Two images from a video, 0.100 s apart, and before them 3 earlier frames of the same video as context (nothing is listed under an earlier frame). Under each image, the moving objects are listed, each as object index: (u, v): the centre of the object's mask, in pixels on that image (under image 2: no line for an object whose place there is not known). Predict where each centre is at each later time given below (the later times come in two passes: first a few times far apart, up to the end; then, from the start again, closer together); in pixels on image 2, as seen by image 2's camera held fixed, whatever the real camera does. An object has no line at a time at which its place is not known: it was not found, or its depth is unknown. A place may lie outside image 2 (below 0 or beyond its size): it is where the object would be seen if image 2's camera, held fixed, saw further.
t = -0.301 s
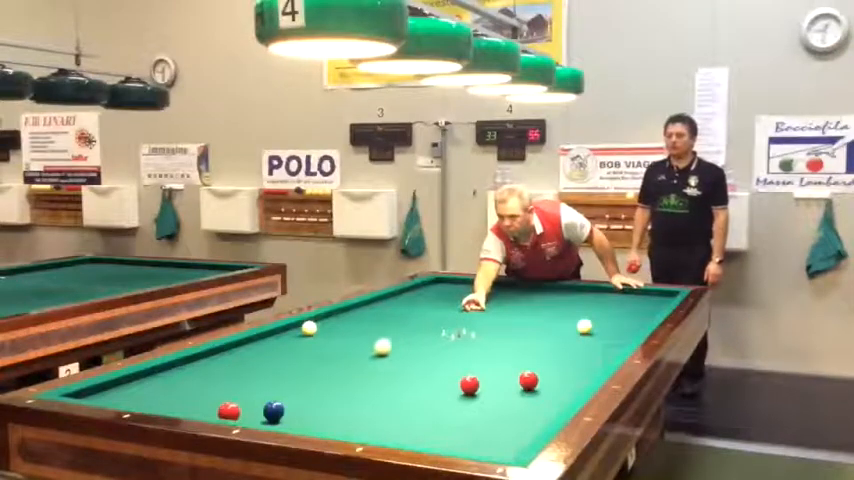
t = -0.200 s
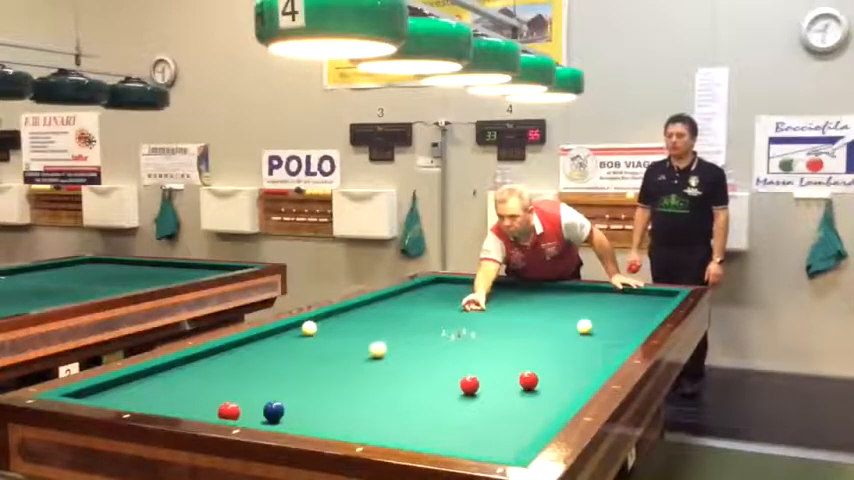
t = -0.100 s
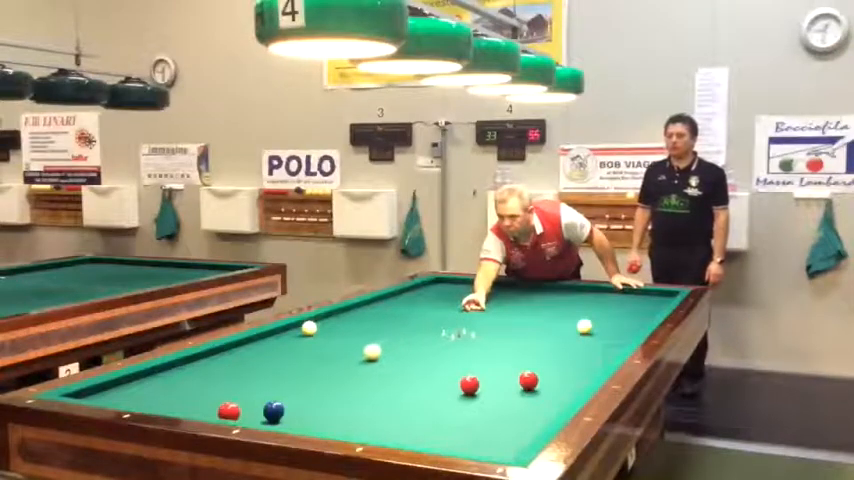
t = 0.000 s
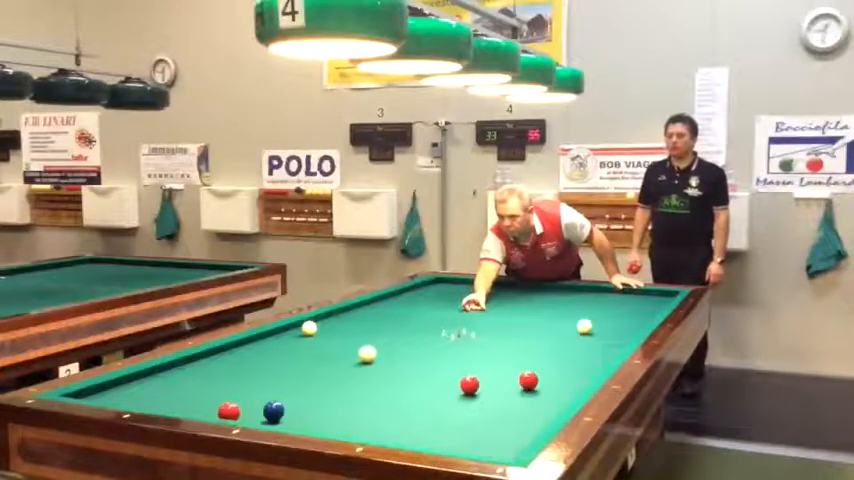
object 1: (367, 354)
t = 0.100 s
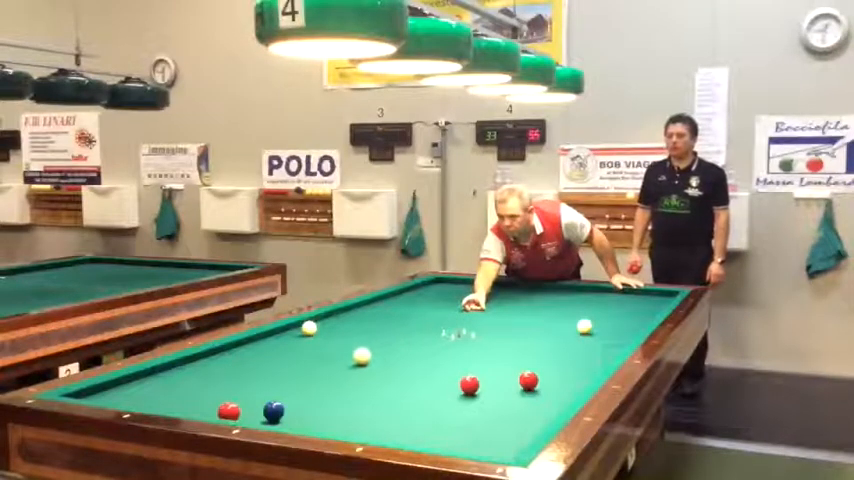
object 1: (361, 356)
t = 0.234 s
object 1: (354, 359)
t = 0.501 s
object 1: (339, 366)
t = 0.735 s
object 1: (325, 372)
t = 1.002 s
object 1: (308, 378)
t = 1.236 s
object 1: (294, 384)
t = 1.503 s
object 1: (277, 390)
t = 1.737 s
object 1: (262, 396)
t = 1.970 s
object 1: (246, 403)
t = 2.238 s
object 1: (238, 407)
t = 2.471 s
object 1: (237, 406)
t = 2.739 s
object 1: (237, 406)
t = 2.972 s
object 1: (237, 405)
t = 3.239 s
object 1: (238, 405)
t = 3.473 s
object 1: (238, 404)
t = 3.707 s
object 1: (239, 404)
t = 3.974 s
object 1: (239, 403)
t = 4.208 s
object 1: (239, 404)
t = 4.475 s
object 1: (239, 404)
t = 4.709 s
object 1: (239, 404)
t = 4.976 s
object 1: (239, 404)
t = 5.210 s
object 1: (239, 404)
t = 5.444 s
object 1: (239, 404)
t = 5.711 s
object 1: (239, 404)
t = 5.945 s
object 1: (239, 404)
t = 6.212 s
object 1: (239, 404)
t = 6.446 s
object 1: (239, 404)
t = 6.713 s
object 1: (239, 404)
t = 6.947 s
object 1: (239, 404)
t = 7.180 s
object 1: (239, 404)
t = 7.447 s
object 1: (239, 404)
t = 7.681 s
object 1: (239, 404)
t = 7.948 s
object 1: (239, 404)
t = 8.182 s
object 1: (239, 404)
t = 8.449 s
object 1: (239, 404)
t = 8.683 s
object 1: (239, 404)
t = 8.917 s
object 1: (239, 404)
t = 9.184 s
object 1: (239, 404)
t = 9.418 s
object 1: (239, 404)
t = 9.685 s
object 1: (239, 404)
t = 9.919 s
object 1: (239, 404)
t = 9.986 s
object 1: (239, 404)
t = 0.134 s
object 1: (359, 357)
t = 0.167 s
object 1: (358, 358)
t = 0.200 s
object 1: (356, 358)
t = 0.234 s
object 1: (354, 359)
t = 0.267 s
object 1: (352, 360)
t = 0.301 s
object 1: (350, 361)
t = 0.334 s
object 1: (348, 362)
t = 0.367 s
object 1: (346, 363)
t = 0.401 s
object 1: (344, 363)
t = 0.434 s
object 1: (343, 364)
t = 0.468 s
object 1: (340, 365)
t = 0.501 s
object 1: (339, 366)
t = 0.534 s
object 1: (337, 367)
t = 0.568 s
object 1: (335, 368)
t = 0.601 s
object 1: (333, 369)
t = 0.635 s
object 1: (331, 369)
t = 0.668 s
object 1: (329, 370)
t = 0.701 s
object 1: (327, 371)
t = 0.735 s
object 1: (325, 372)
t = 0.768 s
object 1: (322, 372)
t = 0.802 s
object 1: (320, 373)
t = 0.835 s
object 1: (318, 374)
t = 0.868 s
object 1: (316, 375)
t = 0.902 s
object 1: (315, 376)
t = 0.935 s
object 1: (312, 377)
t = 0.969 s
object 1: (310, 377)
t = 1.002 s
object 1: (308, 378)
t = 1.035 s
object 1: (306, 379)
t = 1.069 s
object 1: (304, 380)
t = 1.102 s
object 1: (302, 381)
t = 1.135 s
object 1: (300, 382)
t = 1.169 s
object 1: (298, 382)
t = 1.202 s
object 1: (296, 383)
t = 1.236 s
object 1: (294, 384)
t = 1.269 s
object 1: (292, 385)
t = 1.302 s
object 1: (289, 386)
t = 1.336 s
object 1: (287, 387)
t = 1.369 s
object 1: (285, 388)
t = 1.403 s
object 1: (283, 388)
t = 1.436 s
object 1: (281, 389)
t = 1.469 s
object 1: (279, 390)
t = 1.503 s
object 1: (277, 390)
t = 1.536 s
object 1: (275, 391)
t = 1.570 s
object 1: (273, 392)
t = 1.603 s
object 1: (271, 392)
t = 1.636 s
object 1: (268, 393)
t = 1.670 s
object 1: (267, 393)
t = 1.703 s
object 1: (265, 394)
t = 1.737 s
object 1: (262, 396)
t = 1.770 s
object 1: (260, 396)
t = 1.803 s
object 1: (258, 397)
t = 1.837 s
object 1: (257, 399)
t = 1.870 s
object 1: (255, 400)
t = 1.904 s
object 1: (250, 402)
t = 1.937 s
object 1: (248, 403)
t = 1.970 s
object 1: (246, 403)
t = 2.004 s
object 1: (245, 404)
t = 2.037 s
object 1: (243, 405)
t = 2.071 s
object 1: (242, 405)
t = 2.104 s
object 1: (242, 405)
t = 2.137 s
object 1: (240, 406)
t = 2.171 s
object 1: (239, 407)
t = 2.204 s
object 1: (239, 407)
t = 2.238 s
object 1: (238, 407)
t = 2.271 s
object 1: (237, 407)
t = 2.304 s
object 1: (237, 407)
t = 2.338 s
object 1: (237, 407)
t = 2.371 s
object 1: (237, 407)
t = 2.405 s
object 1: (237, 407)
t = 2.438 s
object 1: (237, 406)
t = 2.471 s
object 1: (237, 406)
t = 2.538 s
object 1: (237, 407)
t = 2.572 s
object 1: (237, 406)
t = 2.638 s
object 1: (237, 406)
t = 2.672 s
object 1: (237, 406)
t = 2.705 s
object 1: (237, 406)
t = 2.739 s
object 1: (237, 406)
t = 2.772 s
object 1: (237, 406)
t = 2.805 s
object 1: (237, 406)
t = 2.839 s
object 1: (236, 407)
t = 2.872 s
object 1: (236, 406)
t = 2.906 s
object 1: (236, 406)
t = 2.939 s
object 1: (237, 405)
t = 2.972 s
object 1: (237, 405)
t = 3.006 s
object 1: (237, 405)
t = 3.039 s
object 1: (237, 405)
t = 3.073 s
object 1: (238, 405)
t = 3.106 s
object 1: (238, 405)
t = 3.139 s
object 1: (238, 405)
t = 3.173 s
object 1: (238, 405)
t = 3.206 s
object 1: (238, 404)
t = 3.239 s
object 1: (238, 405)
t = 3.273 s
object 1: (238, 405)
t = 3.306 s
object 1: (238, 404)
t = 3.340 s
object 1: (238, 404)
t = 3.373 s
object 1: (238, 404)
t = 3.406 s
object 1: (238, 404)
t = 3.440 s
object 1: (238, 404)
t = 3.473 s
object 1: (238, 404)
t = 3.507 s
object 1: (238, 404)
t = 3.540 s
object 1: (239, 404)
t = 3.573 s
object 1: (239, 404)
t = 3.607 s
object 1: (239, 404)
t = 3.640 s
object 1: (239, 404)
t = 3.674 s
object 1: (239, 404)
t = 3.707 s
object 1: (239, 404)
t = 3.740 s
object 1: (239, 404)
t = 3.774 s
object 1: (239, 404)
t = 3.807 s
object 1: (239, 404)
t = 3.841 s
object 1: (239, 403)
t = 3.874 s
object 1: (239, 403)
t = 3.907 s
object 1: (239, 403)
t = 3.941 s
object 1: (239, 404)
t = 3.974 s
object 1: (239, 403)
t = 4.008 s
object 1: (239, 403)
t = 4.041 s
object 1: (239, 404)
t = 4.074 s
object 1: (239, 404)
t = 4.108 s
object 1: (239, 404)
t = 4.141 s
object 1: (239, 404)
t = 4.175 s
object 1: (239, 404)
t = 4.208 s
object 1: (239, 404)
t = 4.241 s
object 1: (239, 404)
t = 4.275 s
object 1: (239, 404)
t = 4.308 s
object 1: (239, 404)
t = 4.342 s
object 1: (239, 404)
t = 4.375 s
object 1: (239, 404)
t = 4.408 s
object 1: (239, 404)
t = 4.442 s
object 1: (239, 404)
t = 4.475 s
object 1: (239, 404)
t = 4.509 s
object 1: (239, 404)
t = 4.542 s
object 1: (239, 404)
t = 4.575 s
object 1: (239, 404)
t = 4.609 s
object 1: (239, 404)
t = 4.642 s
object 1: (239, 404)
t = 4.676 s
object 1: (239, 404)
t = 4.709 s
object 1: (239, 404)
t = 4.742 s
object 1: (239, 404)
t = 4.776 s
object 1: (239, 404)
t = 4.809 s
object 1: (239, 404)
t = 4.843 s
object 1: (239, 404)
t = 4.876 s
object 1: (239, 404)
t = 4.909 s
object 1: (239, 404)
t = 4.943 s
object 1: (239, 404)
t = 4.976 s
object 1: (239, 404)
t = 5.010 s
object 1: (239, 404)
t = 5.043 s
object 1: (239, 404)
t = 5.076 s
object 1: (239, 404)
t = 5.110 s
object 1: (239, 404)
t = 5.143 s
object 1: (239, 404)
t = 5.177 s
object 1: (239, 404)
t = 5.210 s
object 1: (239, 404)
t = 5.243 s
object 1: (239, 404)
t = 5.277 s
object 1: (239, 404)
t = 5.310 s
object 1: (239, 404)
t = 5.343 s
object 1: (239, 404)
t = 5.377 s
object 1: (239, 404)
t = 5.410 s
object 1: (239, 404)
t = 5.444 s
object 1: (239, 404)
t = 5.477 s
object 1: (239, 404)
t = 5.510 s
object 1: (239, 404)
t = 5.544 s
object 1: (239, 404)
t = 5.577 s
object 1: (239, 404)
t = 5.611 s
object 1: (239, 404)
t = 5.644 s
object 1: (239, 404)
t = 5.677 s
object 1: (239, 404)
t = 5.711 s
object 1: (239, 404)
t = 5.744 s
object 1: (239, 404)
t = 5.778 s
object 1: (239, 404)
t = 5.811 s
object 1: (239, 404)
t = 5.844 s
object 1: (239, 404)
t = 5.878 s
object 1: (239, 404)
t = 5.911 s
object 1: (239, 404)
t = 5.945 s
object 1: (239, 404)
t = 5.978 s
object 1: (239, 404)
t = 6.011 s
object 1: (239, 404)
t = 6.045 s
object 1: (239, 404)
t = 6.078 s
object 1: (239, 404)
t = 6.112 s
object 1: (239, 404)
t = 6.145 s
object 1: (239, 404)
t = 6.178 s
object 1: (239, 404)
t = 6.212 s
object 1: (239, 404)
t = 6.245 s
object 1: (239, 404)
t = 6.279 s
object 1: (239, 404)
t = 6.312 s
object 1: (239, 404)
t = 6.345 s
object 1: (239, 404)
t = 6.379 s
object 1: (239, 404)
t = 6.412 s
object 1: (239, 404)
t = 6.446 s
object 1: (239, 404)
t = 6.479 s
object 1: (239, 404)
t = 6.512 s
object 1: (239, 404)
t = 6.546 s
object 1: (239, 404)
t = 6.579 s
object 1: (239, 404)
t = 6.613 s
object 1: (239, 404)
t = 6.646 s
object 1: (239, 404)
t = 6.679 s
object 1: (239, 404)
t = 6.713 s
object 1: (239, 404)
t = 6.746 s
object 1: (239, 404)
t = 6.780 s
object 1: (239, 404)
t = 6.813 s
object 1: (239, 404)
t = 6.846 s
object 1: (239, 404)
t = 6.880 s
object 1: (239, 404)
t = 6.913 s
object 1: (239, 404)
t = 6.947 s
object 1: (239, 404)
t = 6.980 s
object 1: (239, 404)
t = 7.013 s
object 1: (239, 404)
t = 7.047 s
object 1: (239, 404)
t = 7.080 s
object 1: (239, 404)
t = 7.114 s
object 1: (239, 404)
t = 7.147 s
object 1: (239, 404)
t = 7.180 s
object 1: (239, 404)
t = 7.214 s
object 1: (239, 404)
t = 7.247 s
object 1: (239, 404)
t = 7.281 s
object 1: (239, 404)
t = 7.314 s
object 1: (239, 404)
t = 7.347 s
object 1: (239, 404)
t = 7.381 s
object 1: (239, 404)
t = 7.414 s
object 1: (239, 404)
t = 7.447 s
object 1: (239, 404)
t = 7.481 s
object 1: (239, 404)
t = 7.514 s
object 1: (239, 404)
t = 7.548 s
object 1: (239, 404)
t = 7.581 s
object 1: (239, 404)
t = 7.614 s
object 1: (239, 404)
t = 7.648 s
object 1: (239, 404)
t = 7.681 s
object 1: (239, 404)
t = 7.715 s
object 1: (239, 404)
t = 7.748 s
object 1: (239, 404)
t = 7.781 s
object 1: (239, 404)
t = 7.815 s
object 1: (239, 404)
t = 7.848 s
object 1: (239, 404)
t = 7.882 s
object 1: (239, 404)
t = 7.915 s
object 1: (239, 404)
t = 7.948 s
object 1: (239, 404)
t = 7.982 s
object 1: (239, 404)
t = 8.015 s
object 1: (239, 404)
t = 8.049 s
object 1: (239, 404)
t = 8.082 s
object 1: (239, 404)
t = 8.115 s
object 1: (239, 404)
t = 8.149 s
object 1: (239, 404)
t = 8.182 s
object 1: (239, 404)
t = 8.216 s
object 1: (239, 404)
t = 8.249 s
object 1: (239, 404)
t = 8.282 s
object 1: (239, 404)
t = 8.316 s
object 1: (239, 404)
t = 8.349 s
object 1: (239, 404)
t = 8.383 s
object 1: (239, 404)
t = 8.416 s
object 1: (239, 404)
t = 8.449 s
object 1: (239, 404)
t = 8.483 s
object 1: (239, 404)
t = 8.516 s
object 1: (239, 404)
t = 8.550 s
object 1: (239, 404)
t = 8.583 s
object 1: (239, 404)
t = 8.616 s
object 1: (239, 404)
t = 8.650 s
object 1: (239, 404)
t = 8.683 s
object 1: (239, 404)
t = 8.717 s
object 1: (239, 404)
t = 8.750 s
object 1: (239, 404)
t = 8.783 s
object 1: (239, 404)
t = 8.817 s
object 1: (239, 404)
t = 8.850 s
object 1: (239, 404)
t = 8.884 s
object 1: (239, 404)
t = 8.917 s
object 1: (239, 404)
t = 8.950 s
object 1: (239, 404)
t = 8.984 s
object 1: (239, 404)
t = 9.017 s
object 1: (239, 404)
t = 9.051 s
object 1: (239, 404)
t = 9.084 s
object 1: (239, 404)
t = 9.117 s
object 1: (239, 404)
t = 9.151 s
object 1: (239, 404)
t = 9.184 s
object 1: (239, 404)
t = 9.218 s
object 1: (239, 404)
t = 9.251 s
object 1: (239, 404)
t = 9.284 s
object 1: (239, 404)
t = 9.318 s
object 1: (239, 404)
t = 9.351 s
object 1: (239, 404)
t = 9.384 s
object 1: (239, 404)
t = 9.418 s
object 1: (239, 404)
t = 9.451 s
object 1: (239, 404)
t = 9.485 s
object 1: (239, 404)
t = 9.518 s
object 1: (239, 404)
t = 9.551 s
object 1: (239, 404)
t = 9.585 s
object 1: (239, 404)
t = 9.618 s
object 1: (239, 404)
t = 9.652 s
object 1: (239, 404)
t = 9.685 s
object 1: (239, 404)
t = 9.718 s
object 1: (239, 404)
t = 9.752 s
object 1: (239, 404)
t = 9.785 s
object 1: (239, 404)
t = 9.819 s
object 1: (239, 404)
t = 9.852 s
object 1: (239, 404)
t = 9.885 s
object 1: (239, 404)
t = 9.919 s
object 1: (239, 404)
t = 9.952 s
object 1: (239, 404)
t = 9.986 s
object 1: (239, 404)
